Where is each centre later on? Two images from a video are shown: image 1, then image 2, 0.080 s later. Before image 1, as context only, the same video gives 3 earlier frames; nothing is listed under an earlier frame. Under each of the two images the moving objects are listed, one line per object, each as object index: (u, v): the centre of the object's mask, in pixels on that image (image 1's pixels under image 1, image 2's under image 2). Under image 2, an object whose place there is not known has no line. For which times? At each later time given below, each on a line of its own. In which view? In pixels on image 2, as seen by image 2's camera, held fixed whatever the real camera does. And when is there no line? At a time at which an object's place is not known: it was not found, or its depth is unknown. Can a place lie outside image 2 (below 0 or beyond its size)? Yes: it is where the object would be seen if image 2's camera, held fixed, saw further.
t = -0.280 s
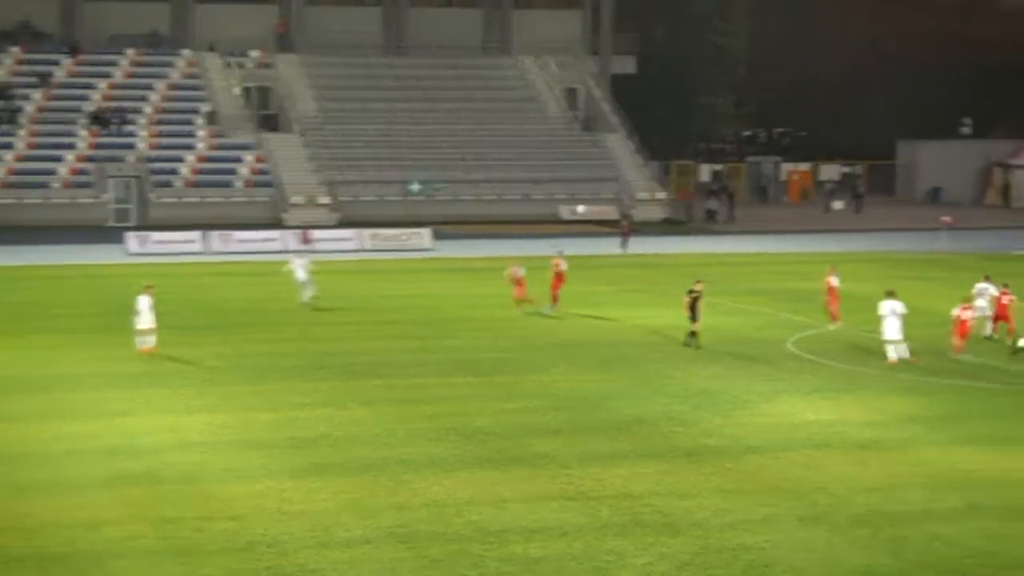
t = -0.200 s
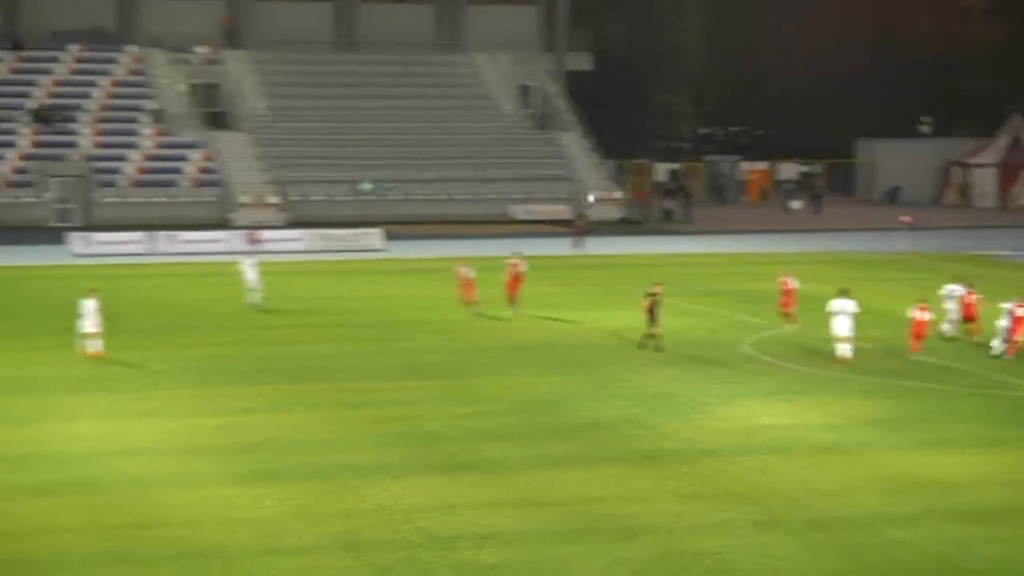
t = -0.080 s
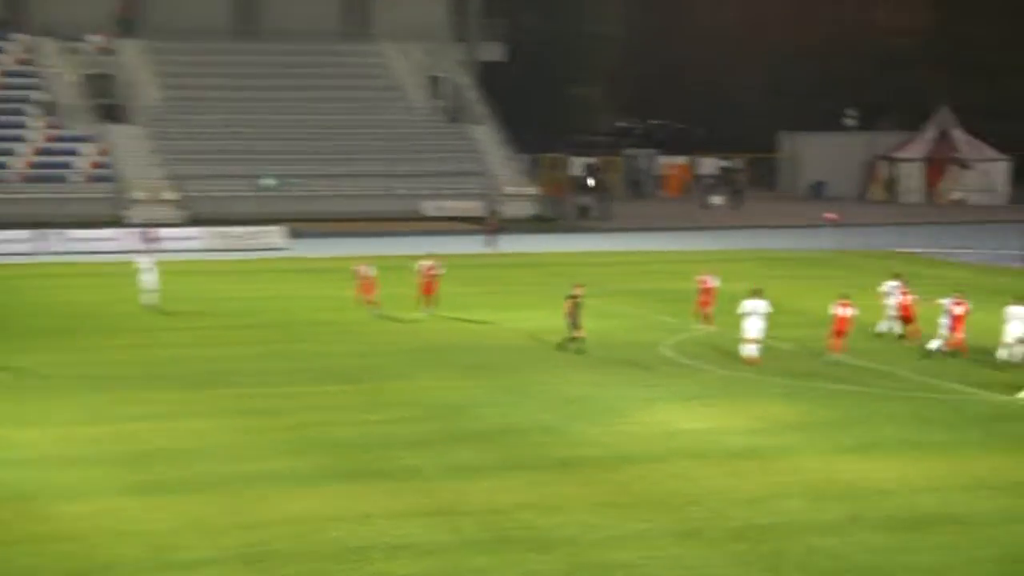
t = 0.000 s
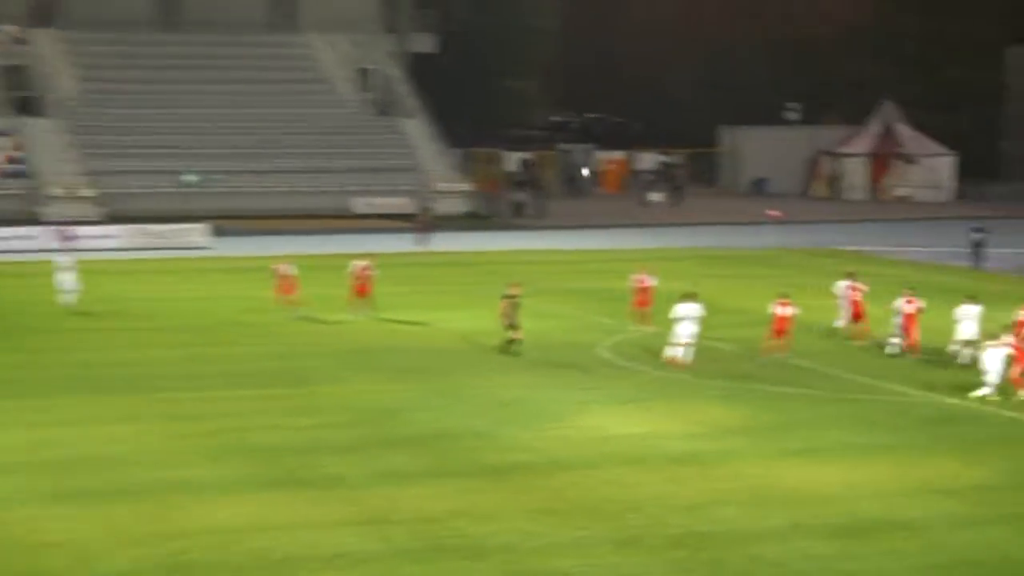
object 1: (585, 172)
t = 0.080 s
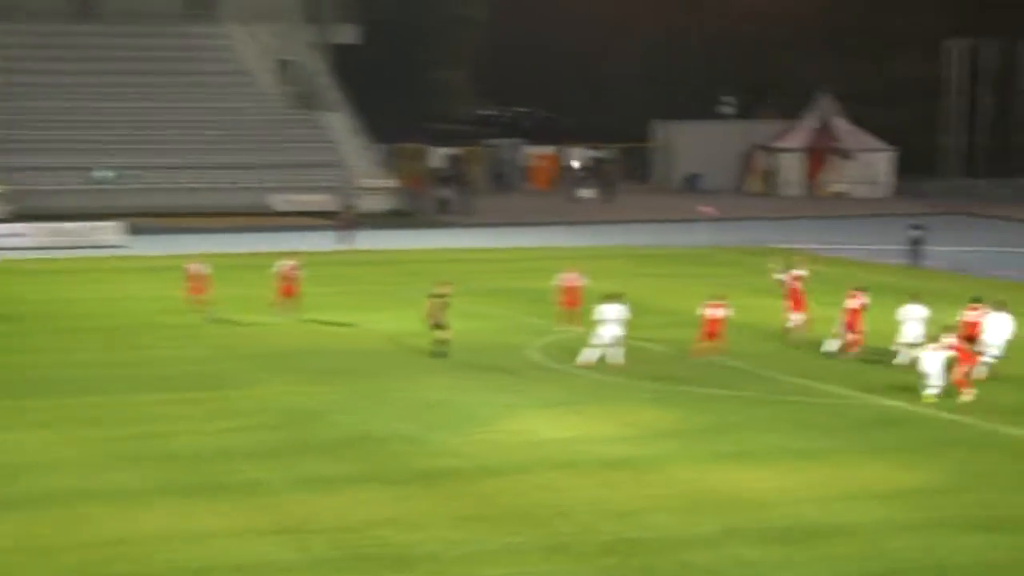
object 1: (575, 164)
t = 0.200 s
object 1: (667, 156)
